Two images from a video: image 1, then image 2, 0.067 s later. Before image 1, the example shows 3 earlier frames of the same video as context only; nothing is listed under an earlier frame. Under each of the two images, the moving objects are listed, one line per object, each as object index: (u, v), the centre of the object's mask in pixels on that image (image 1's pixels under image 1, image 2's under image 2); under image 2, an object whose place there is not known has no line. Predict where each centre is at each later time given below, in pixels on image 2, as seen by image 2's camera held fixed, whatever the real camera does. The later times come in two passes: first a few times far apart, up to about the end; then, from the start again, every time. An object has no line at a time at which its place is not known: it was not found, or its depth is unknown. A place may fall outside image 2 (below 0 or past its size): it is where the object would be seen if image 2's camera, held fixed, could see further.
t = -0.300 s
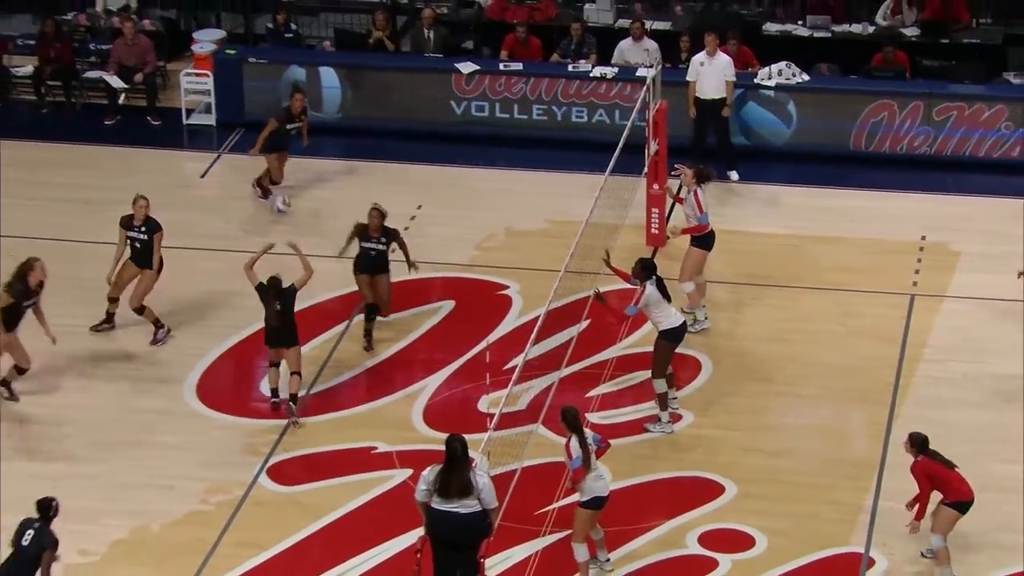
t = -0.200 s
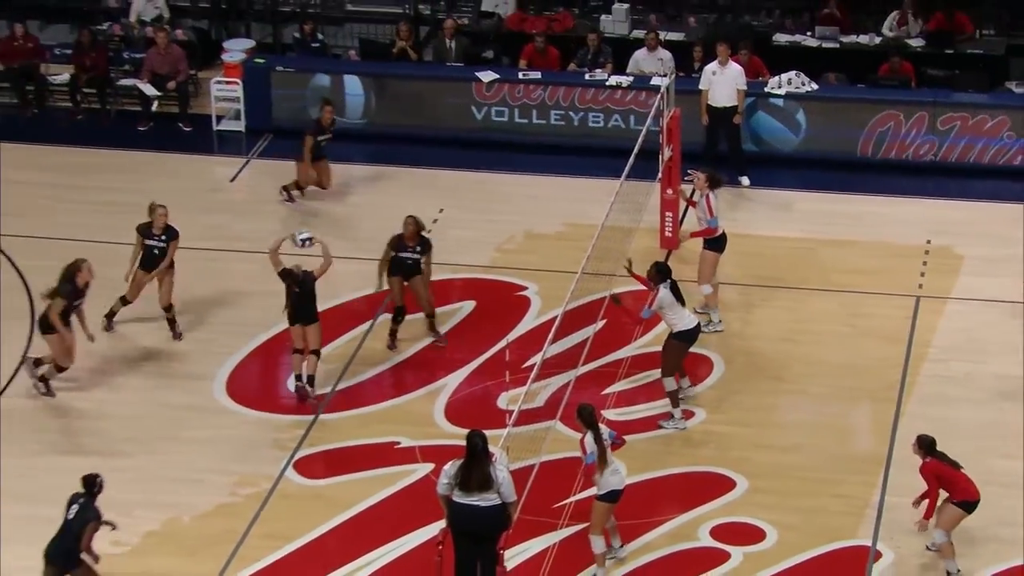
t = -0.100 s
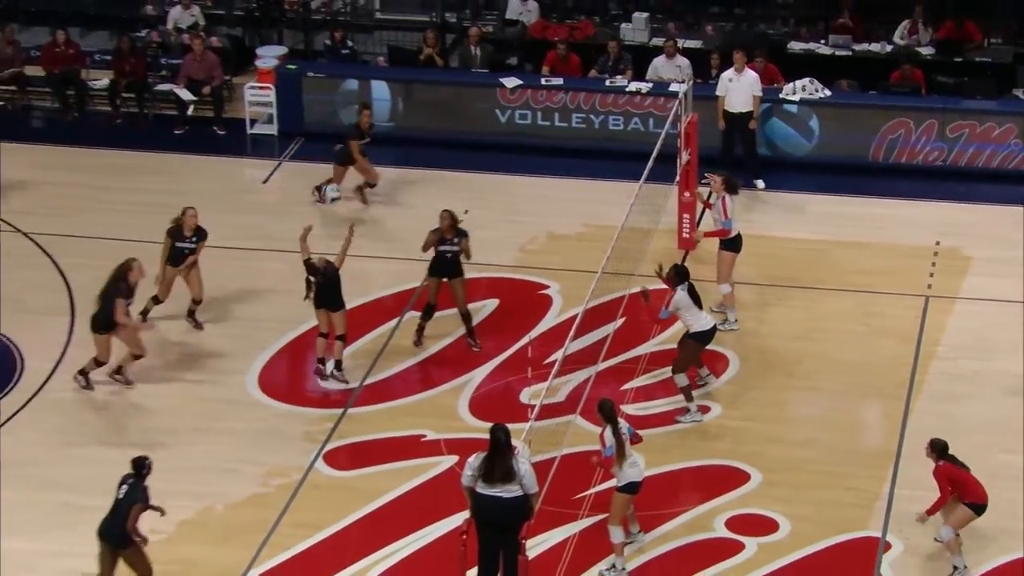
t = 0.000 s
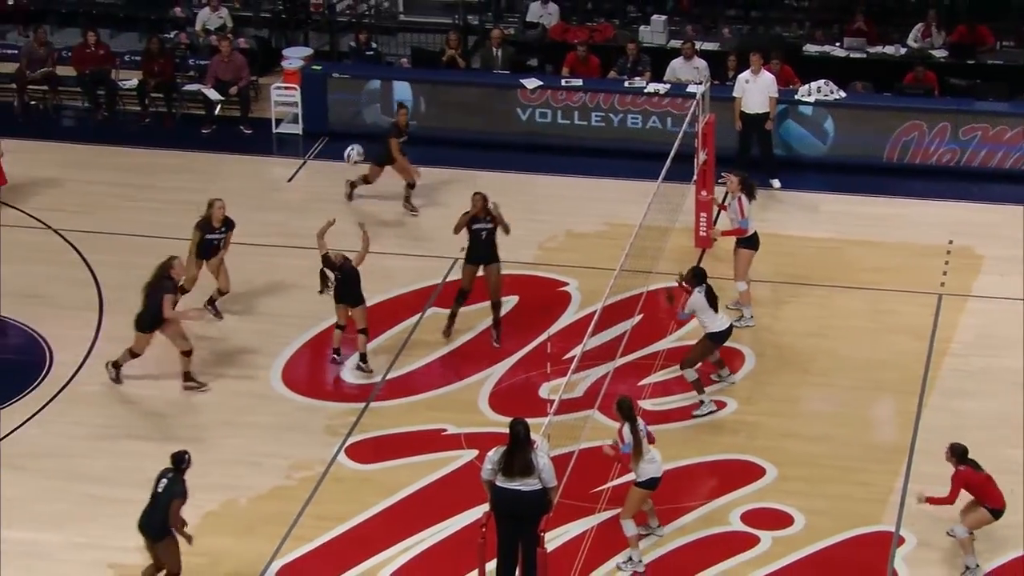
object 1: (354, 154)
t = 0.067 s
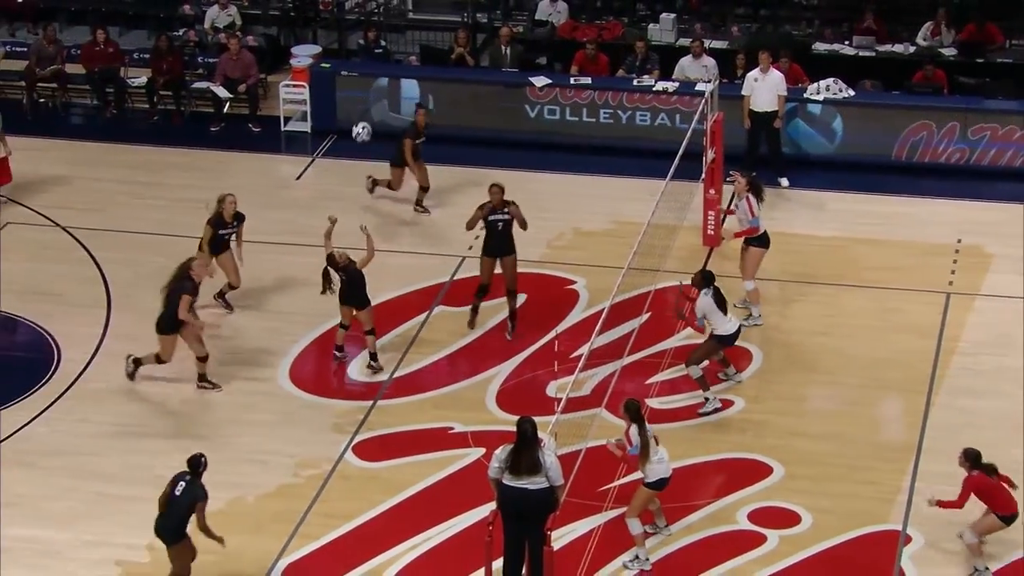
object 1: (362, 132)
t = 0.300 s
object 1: (361, 92)
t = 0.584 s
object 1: (364, 111)
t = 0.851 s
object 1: (370, 201)
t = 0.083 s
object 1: (362, 127)
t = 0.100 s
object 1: (362, 123)
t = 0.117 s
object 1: (362, 118)
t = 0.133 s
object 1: (361, 114)
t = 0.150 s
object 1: (361, 111)
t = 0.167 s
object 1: (361, 108)
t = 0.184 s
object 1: (361, 104)
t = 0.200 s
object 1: (361, 102)
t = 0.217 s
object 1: (361, 99)
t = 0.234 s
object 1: (361, 97)
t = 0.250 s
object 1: (361, 96)
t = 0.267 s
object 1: (361, 94)
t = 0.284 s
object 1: (361, 93)
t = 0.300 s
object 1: (361, 92)
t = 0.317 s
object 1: (362, 91)
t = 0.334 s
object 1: (362, 91)
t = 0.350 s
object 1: (362, 90)
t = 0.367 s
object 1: (362, 90)
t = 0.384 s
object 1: (362, 90)
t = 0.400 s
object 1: (362, 90)
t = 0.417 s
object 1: (362, 90)
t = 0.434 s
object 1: (362, 91)
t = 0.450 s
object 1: (363, 92)
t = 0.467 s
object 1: (363, 93)
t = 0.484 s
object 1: (363, 95)
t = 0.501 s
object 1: (363, 97)
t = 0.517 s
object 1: (363, 99)
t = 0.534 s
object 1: (363, 101)
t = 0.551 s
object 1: (363, 105)
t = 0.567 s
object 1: (364, 108)
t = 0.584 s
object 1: (364, 111)
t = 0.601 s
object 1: (365, 115)
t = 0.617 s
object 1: (365, 119)
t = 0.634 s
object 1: (366, 123)
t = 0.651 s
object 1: (366, 127)
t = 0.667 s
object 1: (367, 132)
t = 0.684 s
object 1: (367, 136)
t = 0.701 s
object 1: (367, 142)
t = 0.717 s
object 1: (368, 147)
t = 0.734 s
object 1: (368, 152)
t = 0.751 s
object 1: (368, 158)
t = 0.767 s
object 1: (368, 164)
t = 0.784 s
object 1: (369, 171)
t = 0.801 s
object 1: (368, 178)
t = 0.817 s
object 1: (369, 186)
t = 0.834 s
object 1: (370, 193)
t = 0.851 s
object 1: (370, 201)
